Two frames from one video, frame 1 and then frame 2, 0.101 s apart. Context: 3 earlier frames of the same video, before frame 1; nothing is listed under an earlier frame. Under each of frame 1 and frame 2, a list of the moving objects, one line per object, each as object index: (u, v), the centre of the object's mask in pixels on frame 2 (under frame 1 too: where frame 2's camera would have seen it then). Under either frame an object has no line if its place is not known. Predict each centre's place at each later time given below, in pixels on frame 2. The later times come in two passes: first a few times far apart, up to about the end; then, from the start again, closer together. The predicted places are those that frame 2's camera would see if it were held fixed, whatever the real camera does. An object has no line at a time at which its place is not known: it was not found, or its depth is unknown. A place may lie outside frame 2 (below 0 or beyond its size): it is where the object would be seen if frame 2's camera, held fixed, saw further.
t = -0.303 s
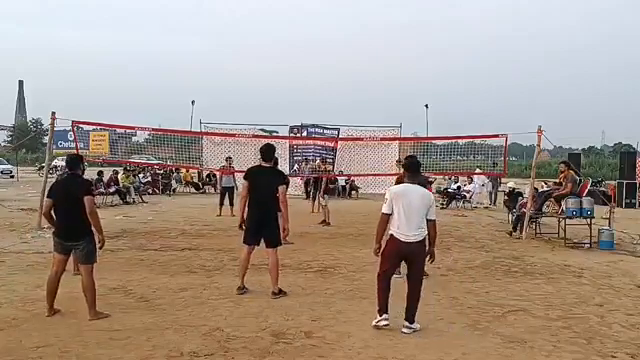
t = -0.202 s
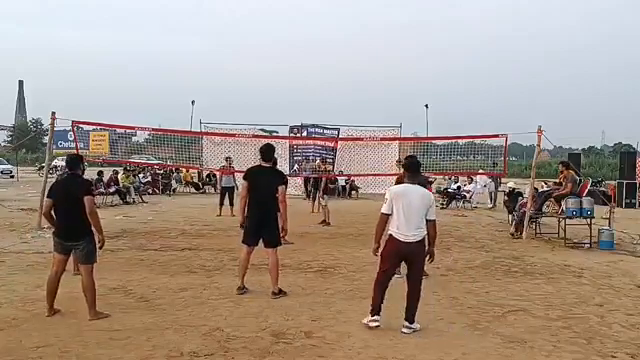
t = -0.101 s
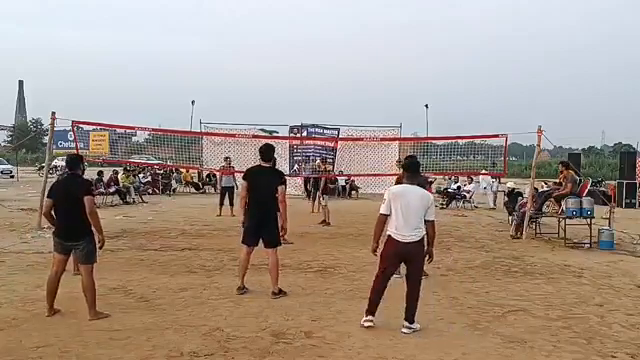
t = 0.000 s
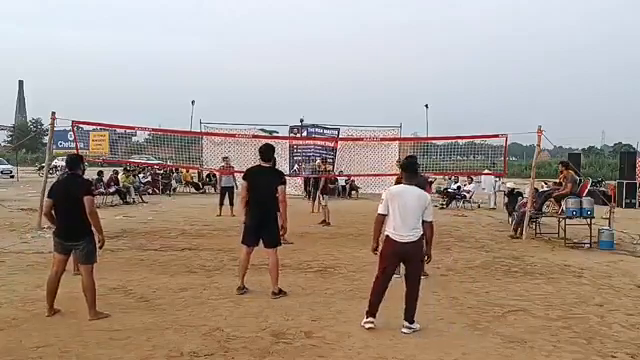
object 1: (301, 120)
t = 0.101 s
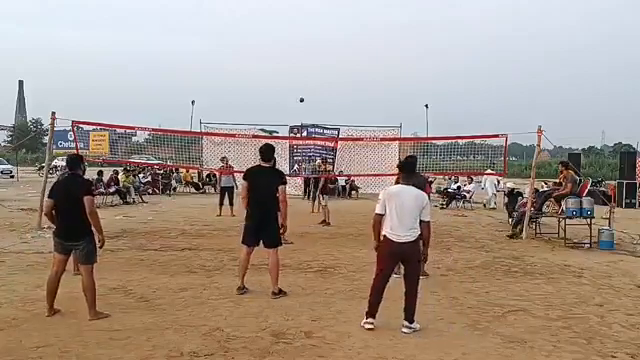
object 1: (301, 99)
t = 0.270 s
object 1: (301, 68)
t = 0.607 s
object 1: (300, 15)
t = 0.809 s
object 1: (297, 2)
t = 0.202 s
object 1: (301, 80)
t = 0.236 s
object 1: (301, 74)
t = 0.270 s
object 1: (301, 68)
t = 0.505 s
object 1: (301, 31)
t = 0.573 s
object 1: (300, 19)
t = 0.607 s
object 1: (300, 15)
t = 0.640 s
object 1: (300, 12)
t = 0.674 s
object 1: (299, 9)
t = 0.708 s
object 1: (299, 7)
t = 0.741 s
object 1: (299, 5)
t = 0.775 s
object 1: (298, 3)
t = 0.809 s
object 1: (297, 2)
